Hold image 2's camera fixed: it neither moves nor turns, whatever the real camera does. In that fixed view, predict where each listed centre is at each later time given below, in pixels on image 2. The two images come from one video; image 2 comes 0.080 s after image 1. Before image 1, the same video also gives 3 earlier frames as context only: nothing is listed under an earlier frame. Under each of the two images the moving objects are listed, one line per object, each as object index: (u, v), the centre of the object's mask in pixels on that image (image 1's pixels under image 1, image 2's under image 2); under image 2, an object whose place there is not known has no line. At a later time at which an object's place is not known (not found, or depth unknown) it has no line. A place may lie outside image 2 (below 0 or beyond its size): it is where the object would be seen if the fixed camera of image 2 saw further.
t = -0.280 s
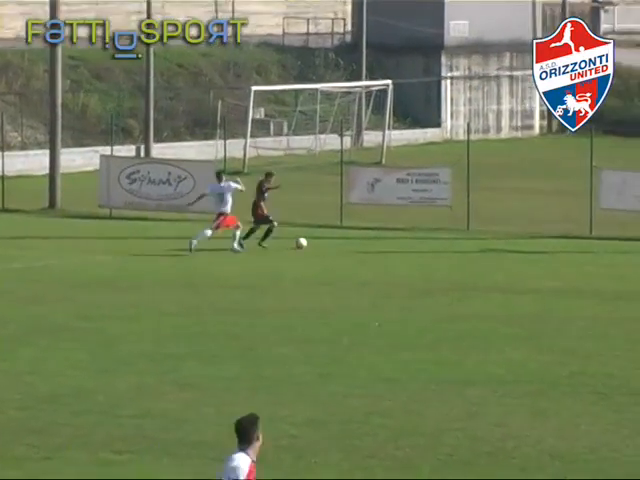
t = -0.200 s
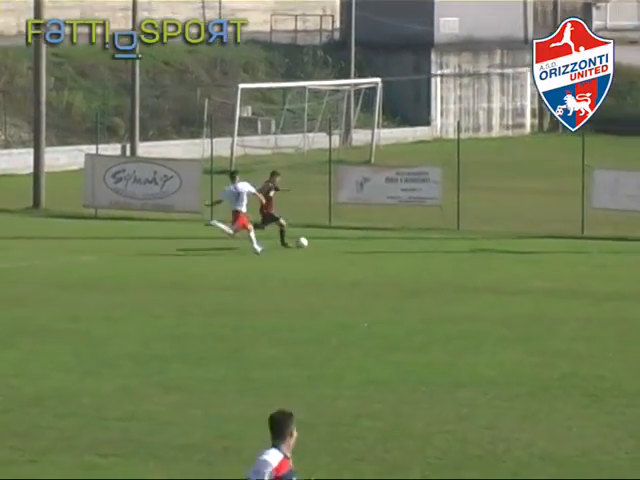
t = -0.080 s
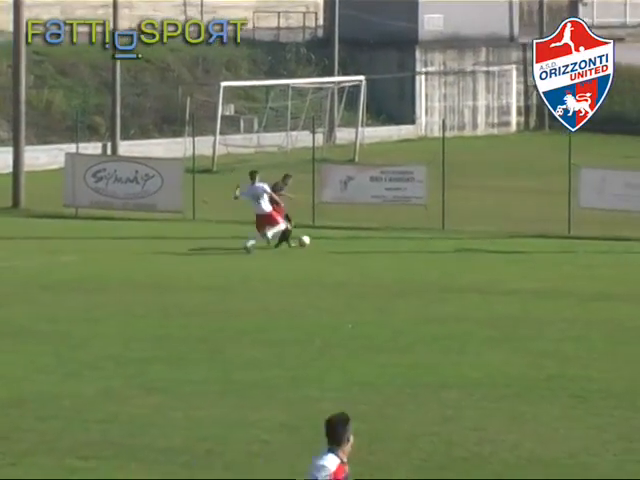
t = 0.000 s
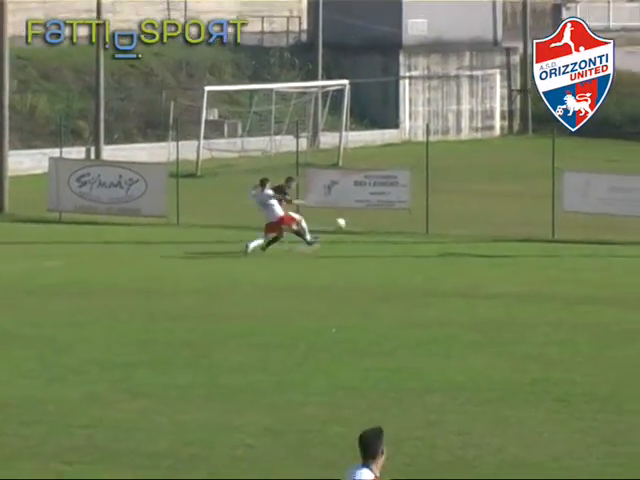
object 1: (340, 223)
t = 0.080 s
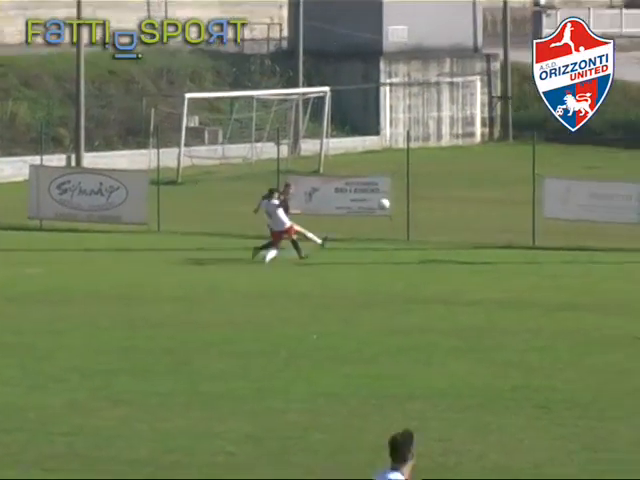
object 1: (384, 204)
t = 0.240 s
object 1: (508, 156)
